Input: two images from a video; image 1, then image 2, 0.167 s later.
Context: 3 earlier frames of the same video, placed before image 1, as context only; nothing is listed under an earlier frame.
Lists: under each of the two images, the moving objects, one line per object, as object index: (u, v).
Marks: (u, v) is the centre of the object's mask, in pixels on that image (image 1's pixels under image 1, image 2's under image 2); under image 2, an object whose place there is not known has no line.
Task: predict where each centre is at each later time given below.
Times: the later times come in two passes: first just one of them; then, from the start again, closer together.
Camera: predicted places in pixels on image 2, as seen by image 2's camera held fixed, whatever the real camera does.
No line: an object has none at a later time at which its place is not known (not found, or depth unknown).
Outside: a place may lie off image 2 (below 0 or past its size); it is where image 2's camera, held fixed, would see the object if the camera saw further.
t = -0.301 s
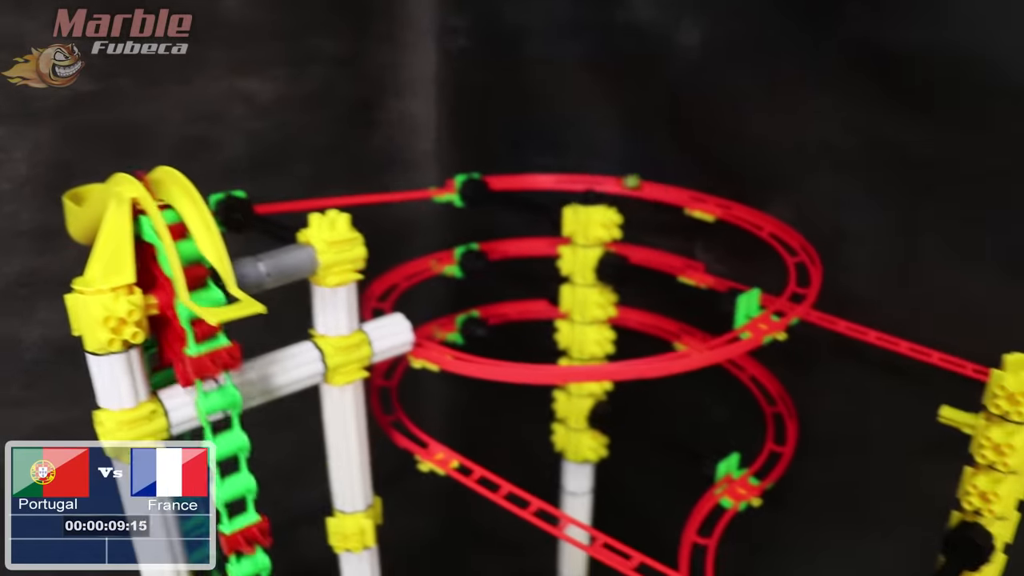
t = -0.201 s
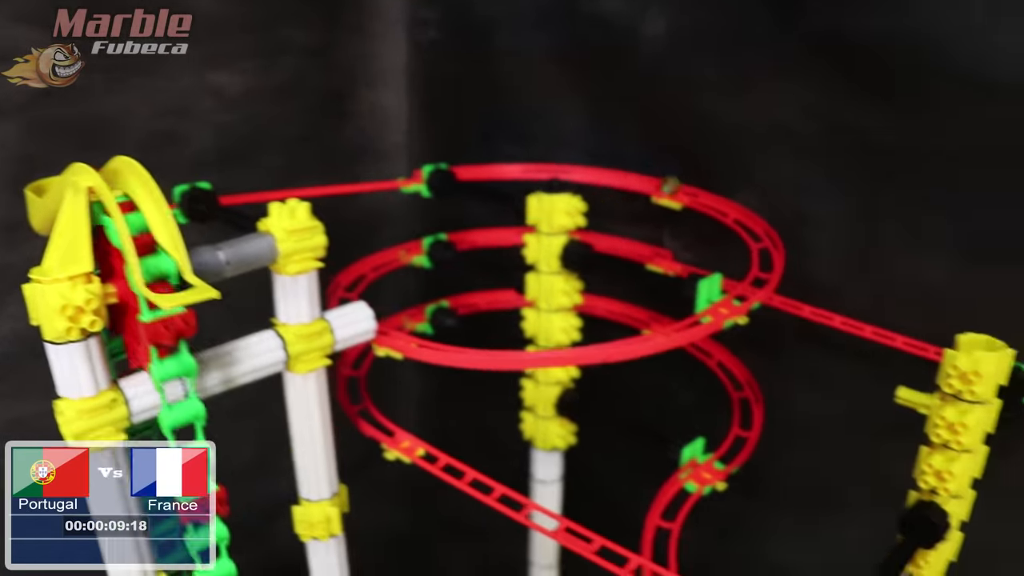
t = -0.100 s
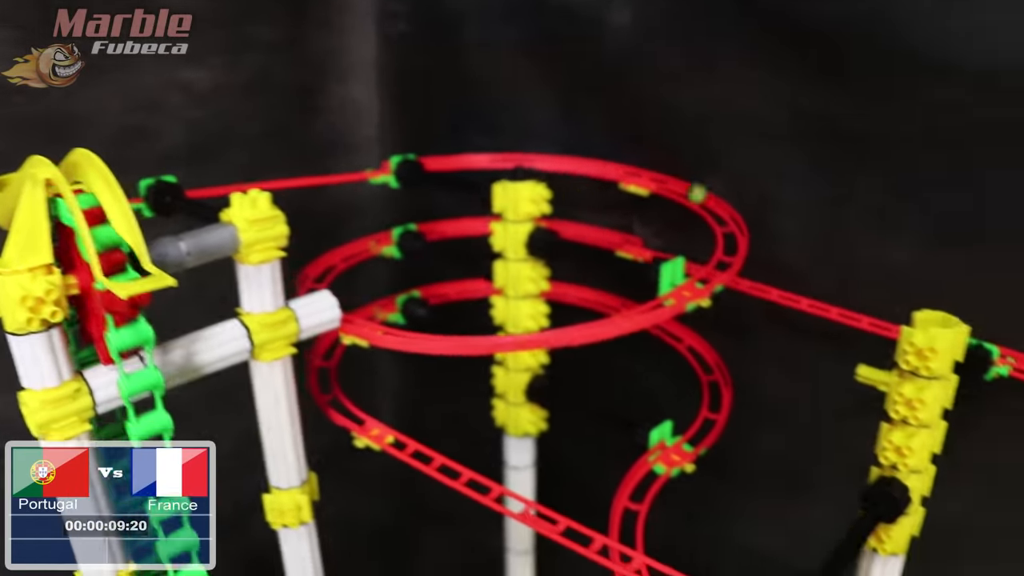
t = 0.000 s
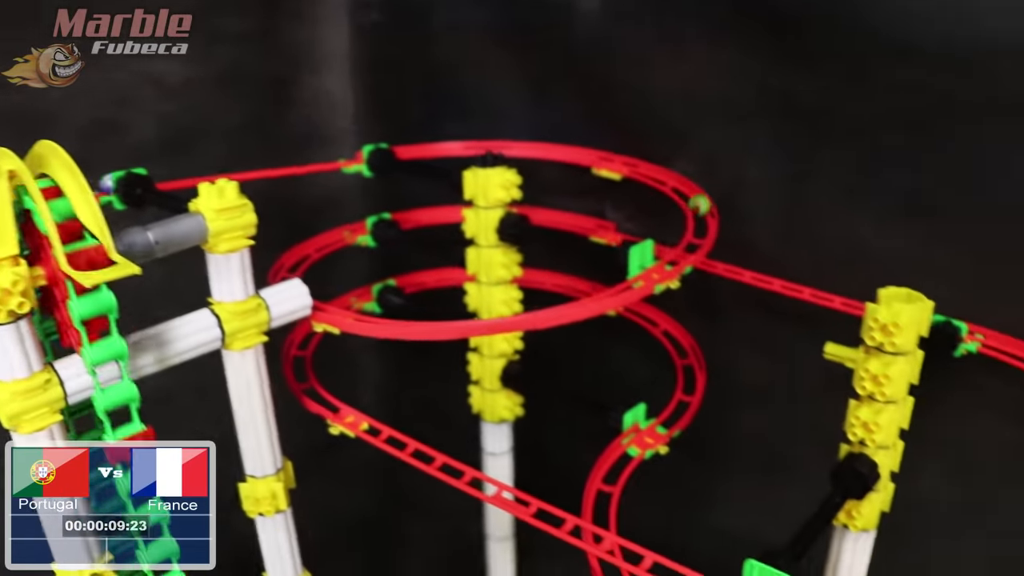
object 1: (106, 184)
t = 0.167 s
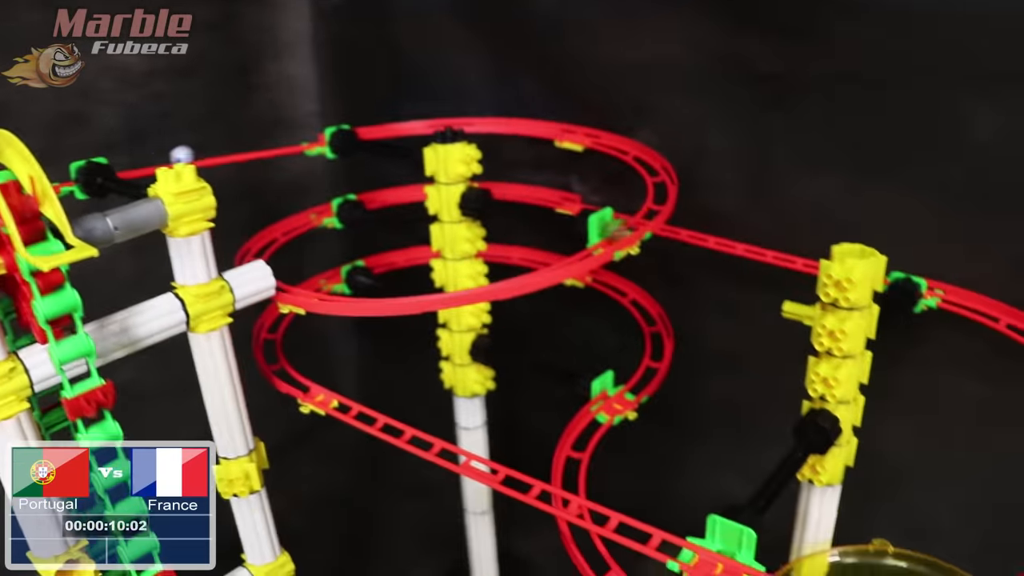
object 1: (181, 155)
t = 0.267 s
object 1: (240, 147)
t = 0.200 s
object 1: (201, 152)
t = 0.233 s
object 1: (220, 149)
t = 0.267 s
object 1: (240, 147)
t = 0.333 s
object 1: (280, 140)
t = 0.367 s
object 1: (299, 138)
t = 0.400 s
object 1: (316, 135)
